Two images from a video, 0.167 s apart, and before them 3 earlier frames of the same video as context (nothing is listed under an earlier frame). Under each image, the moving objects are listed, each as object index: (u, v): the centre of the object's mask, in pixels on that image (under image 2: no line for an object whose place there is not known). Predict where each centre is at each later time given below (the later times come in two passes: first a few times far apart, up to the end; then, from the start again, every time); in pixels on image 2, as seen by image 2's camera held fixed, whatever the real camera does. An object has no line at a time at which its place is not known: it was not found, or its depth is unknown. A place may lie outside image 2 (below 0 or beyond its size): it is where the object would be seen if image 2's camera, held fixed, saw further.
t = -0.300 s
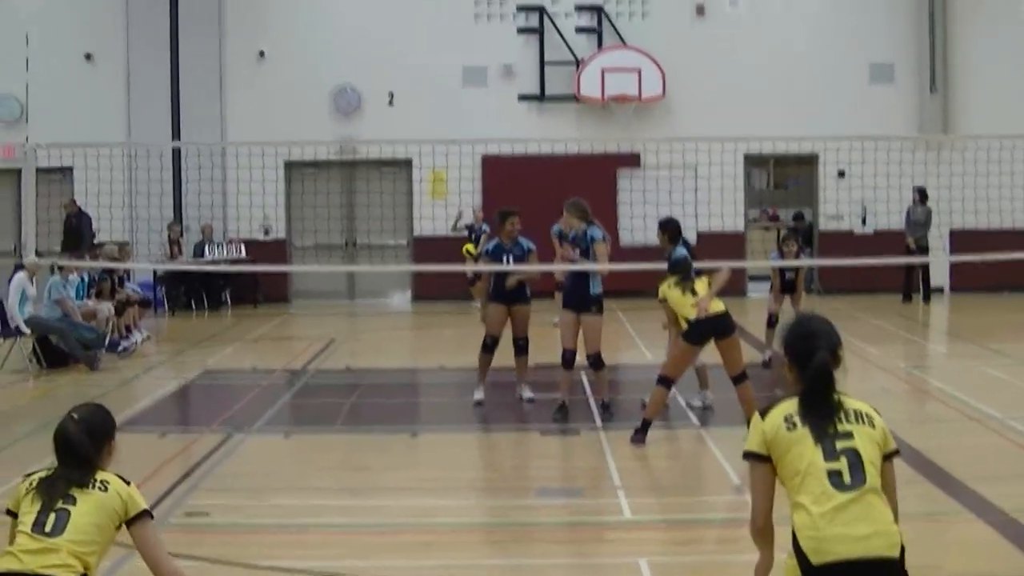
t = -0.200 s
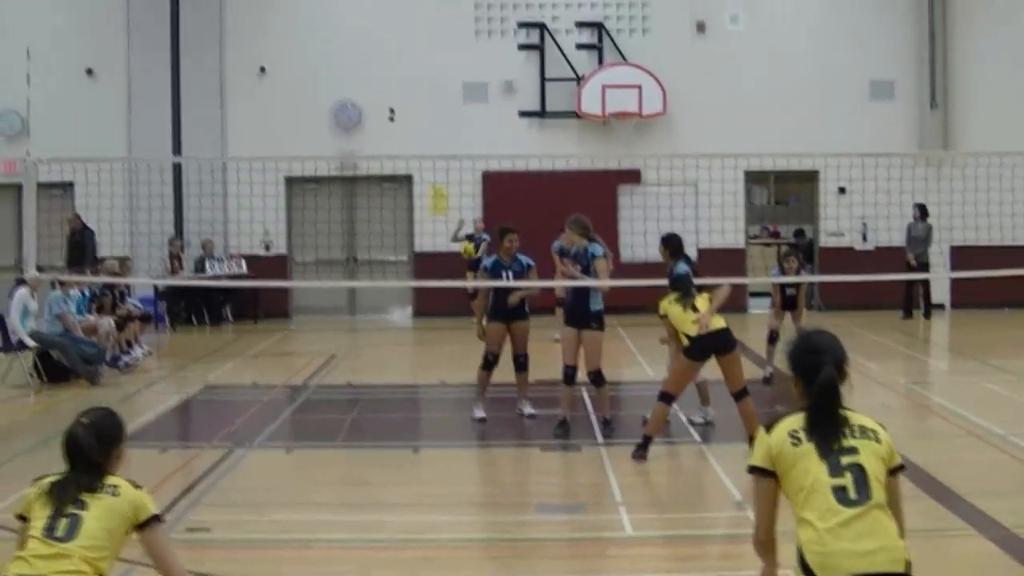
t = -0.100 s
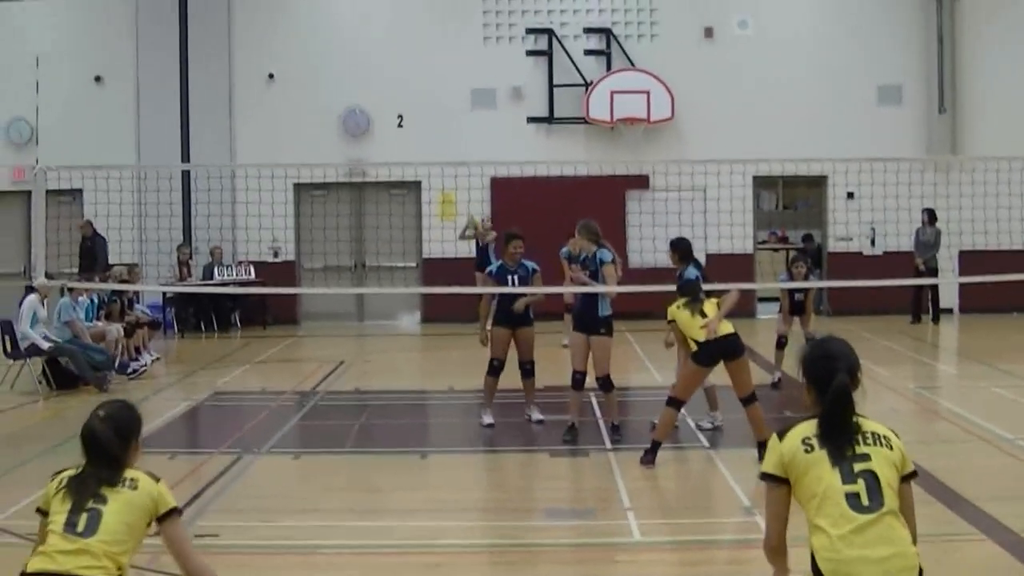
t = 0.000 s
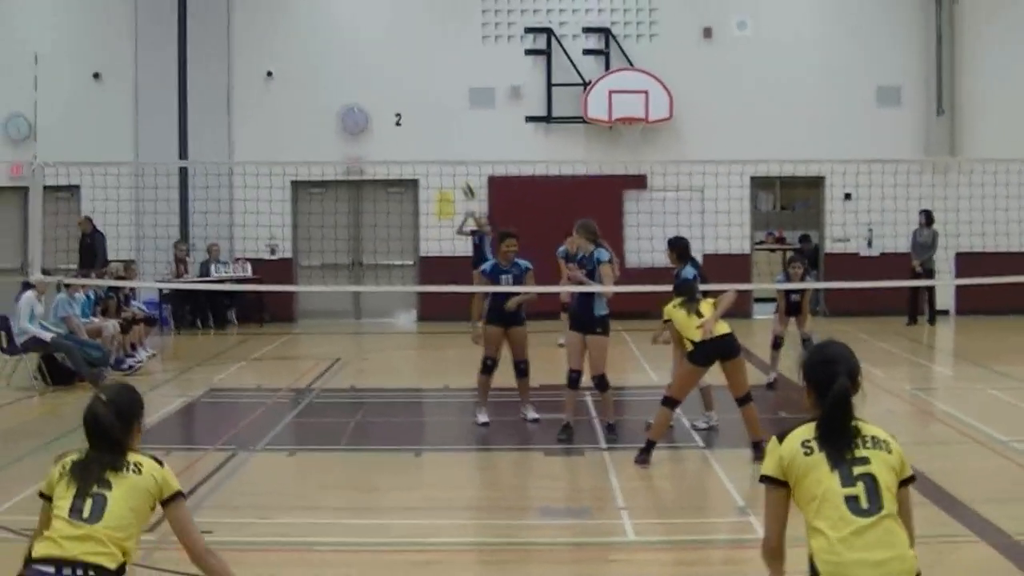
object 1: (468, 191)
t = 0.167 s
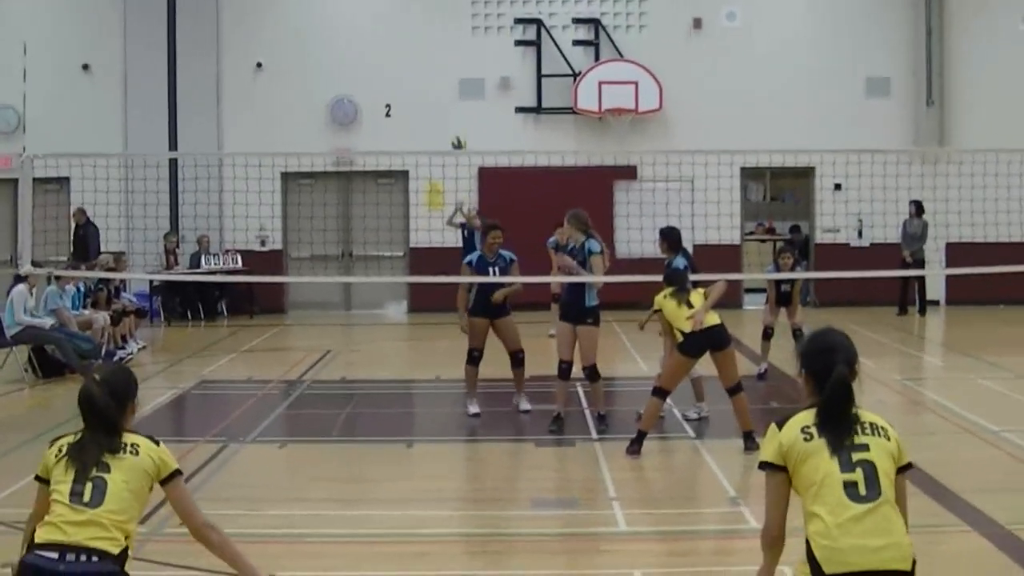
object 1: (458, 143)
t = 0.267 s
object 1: (458, 130)
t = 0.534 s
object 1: (456, 127)
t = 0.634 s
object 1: (456, 139)
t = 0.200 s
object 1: (458, 139)
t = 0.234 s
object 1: (458, 134)
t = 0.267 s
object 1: (458, 130)
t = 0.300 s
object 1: (458, 127)
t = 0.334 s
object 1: (457, 125)
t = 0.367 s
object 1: (457, 124)
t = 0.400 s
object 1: (457, 123)
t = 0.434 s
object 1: (457, 122)
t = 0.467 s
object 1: (456, 123)
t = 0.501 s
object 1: (457, 125)
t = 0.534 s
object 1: (456, 127)
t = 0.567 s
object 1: (456, 130)
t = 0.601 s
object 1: (456, 134)
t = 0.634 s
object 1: (456, 139)
